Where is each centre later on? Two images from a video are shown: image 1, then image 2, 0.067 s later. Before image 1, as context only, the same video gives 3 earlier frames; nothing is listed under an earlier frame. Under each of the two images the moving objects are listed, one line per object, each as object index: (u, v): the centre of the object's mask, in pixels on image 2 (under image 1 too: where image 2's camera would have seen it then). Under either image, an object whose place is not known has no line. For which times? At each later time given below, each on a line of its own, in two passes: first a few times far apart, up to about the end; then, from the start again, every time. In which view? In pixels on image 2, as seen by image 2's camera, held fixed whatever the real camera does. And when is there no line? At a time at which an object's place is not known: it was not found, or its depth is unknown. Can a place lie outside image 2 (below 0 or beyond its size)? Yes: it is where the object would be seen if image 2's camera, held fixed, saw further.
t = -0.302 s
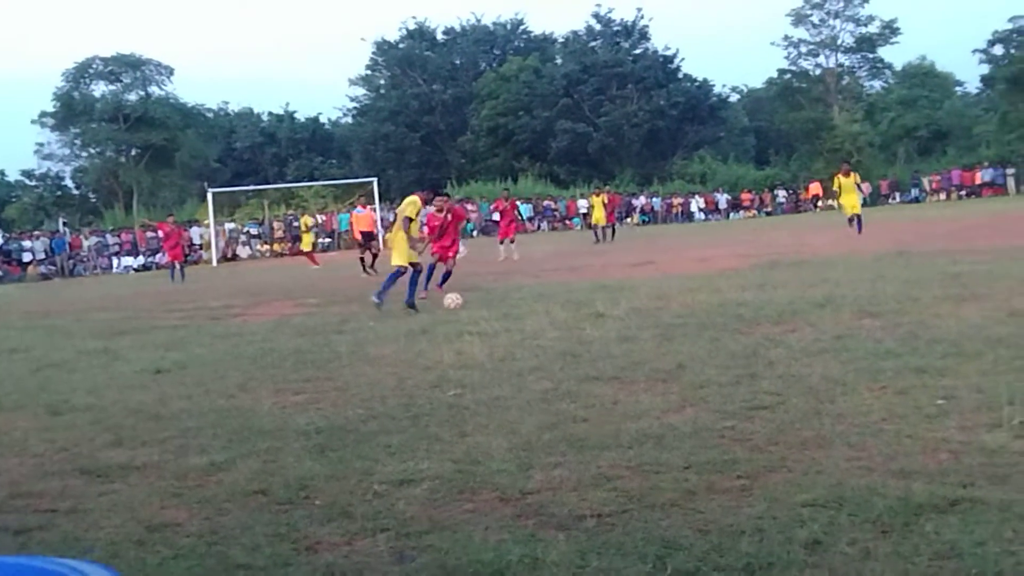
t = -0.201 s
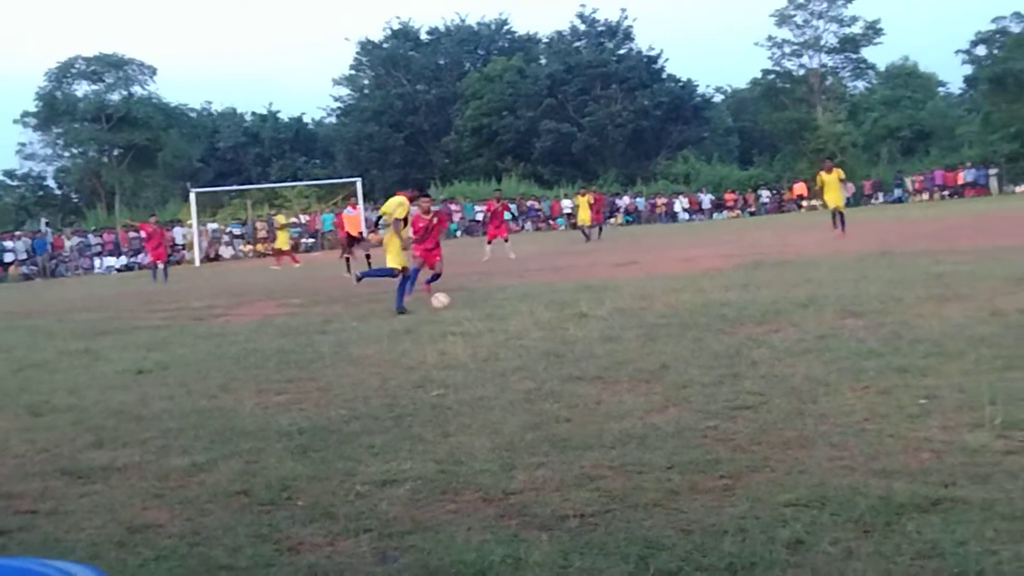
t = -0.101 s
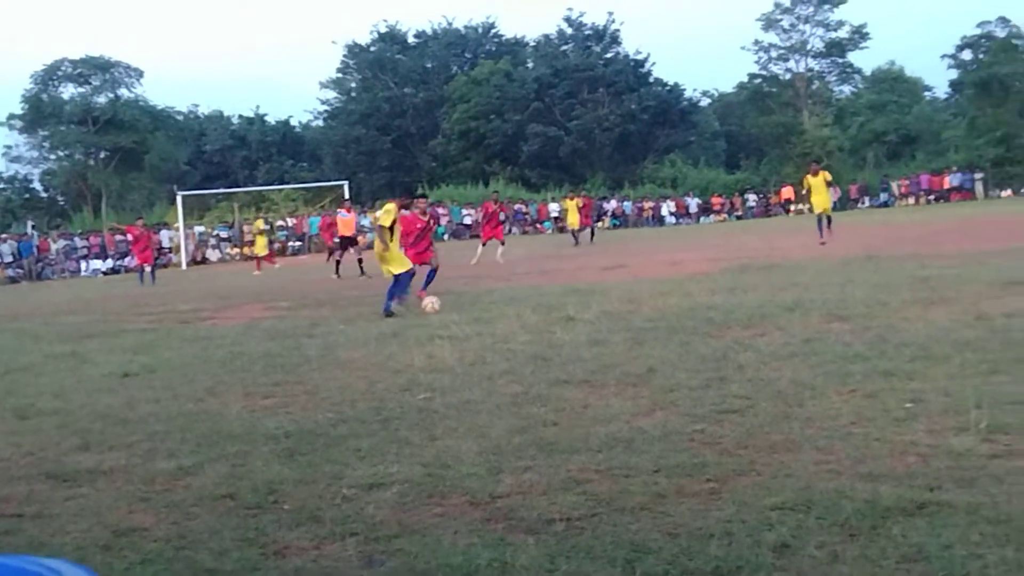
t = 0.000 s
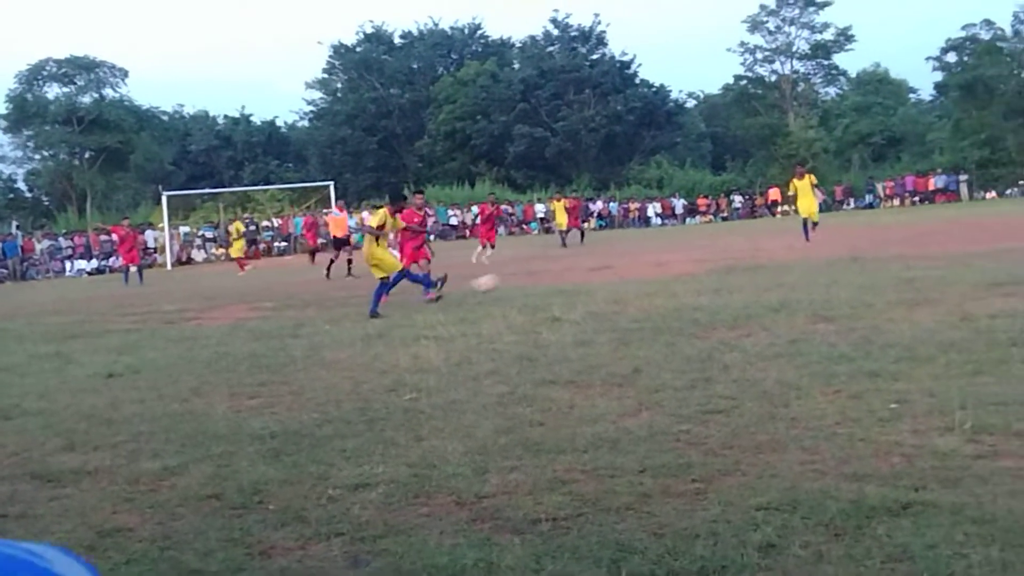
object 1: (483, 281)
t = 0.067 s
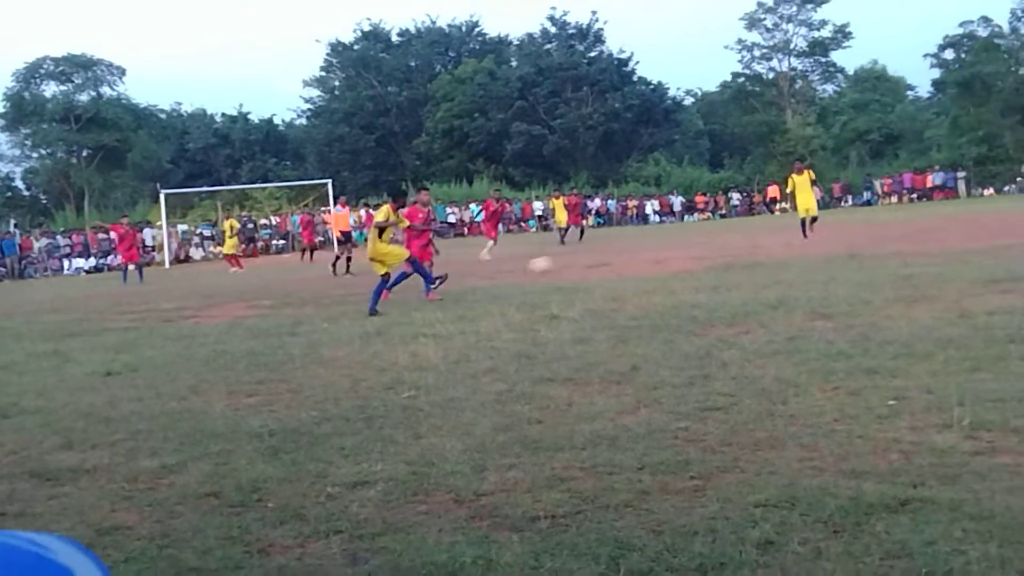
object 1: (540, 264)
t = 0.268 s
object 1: (680, 251)
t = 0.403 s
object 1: (754, 259)
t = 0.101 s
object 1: (567, 259)
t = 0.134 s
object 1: (593, 256)
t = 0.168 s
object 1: (617, 252)
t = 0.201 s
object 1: (638, 251)
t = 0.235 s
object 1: (659, 252)
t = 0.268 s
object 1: (680, 251)
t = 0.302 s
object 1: (700, 251)
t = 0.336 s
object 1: (719, 253)
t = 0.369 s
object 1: (737, 255)
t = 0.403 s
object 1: (754, 259)
